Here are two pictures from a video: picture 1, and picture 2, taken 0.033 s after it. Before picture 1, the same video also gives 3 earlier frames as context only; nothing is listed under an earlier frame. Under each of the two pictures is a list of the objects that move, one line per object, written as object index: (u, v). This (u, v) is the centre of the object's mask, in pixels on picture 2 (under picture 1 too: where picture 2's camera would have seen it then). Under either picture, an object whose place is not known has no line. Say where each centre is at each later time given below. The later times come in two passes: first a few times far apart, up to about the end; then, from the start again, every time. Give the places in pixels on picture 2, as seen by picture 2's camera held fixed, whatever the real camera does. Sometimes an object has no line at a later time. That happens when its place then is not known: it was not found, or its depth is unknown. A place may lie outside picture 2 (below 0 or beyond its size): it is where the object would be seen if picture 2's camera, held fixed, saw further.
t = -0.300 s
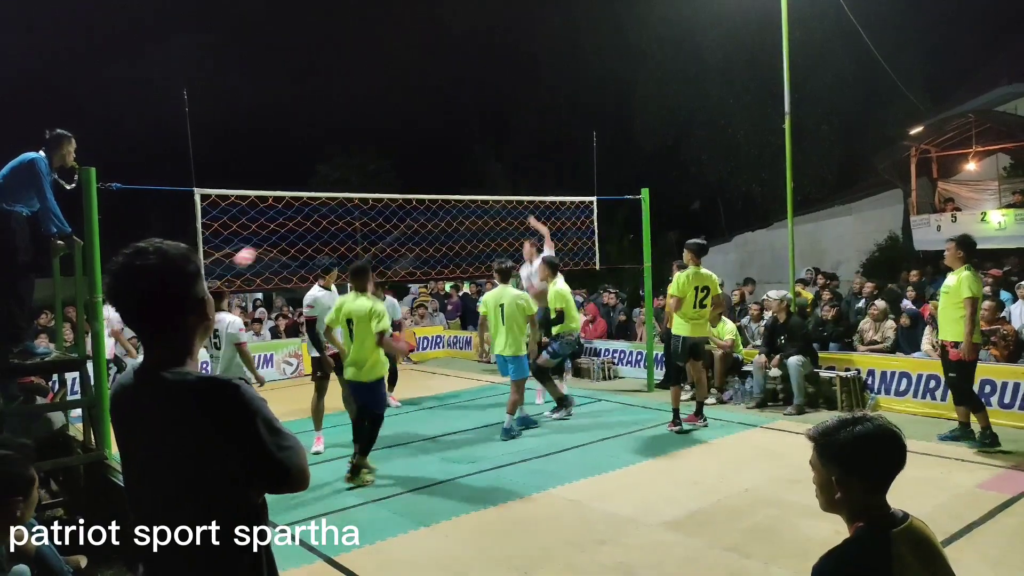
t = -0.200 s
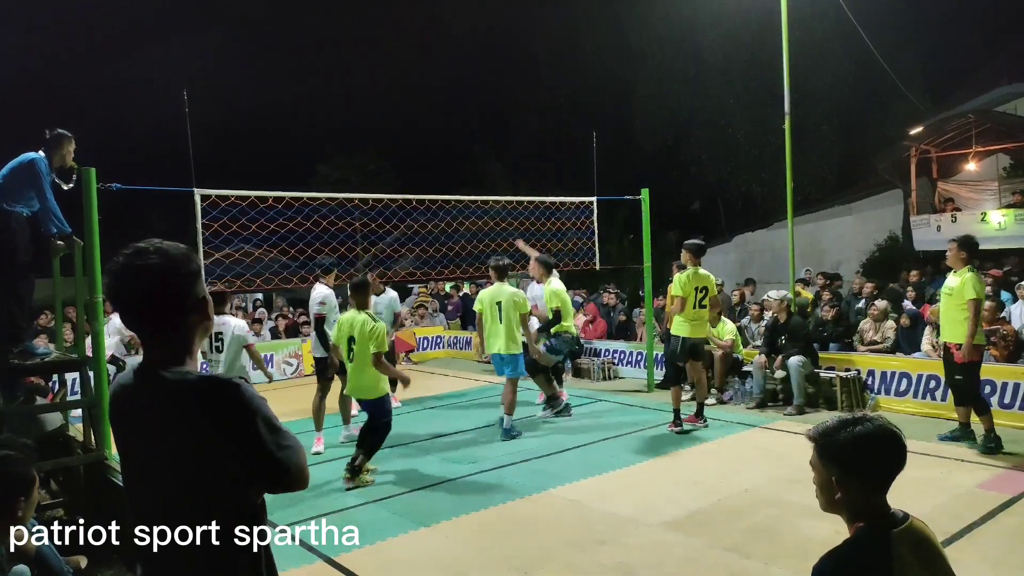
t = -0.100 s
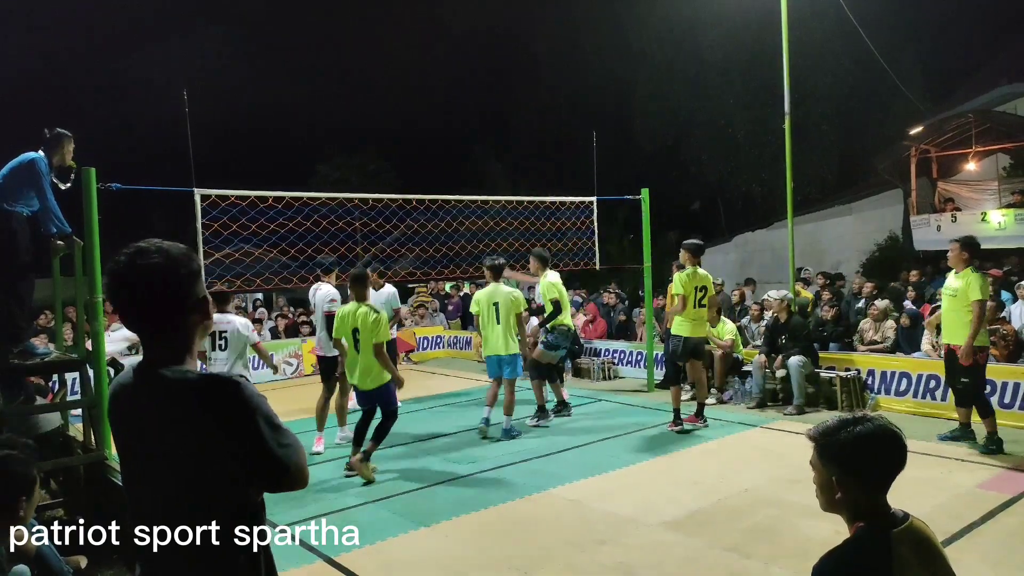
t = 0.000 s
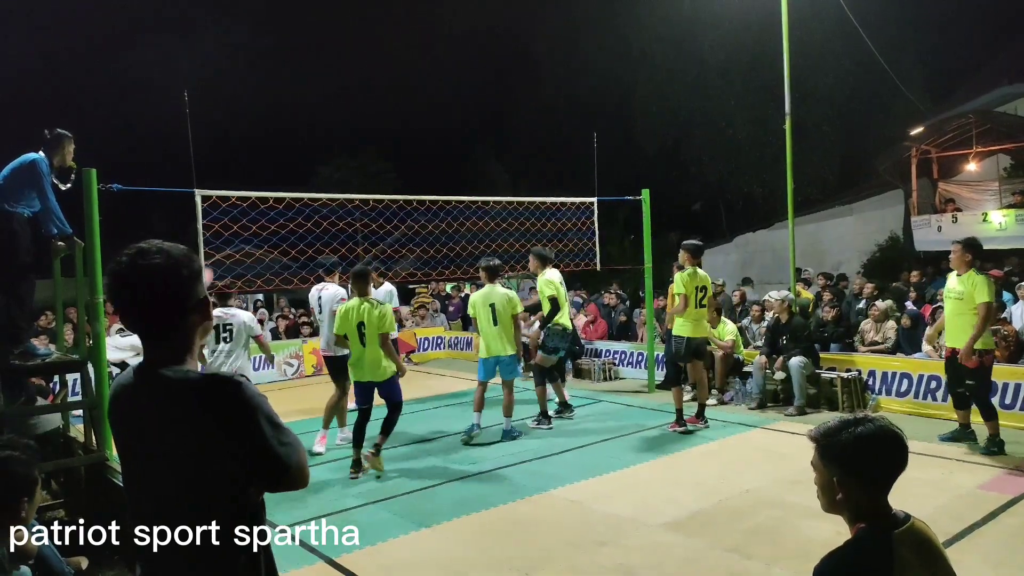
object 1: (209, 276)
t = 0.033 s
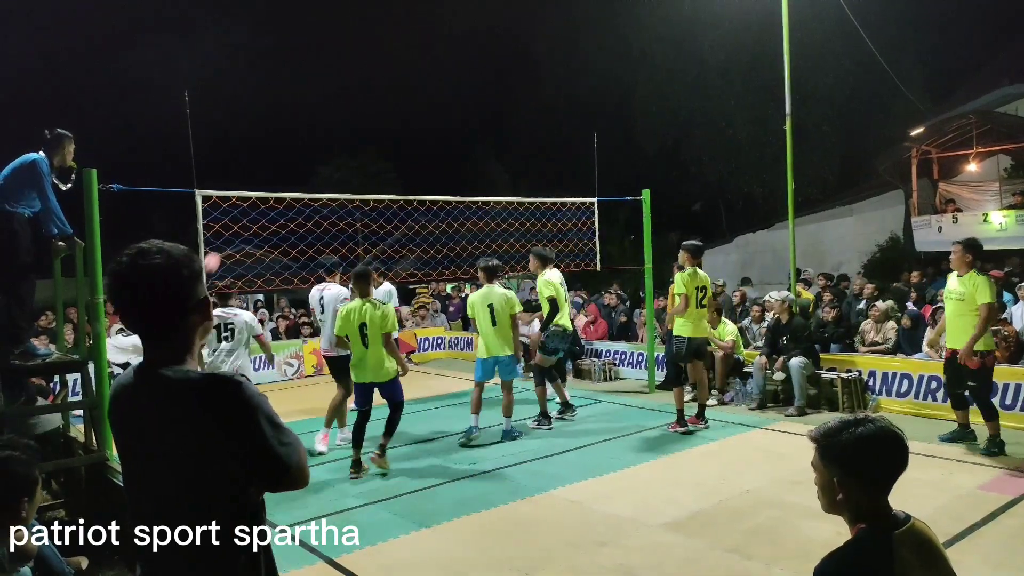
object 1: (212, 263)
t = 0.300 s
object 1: (265, 166)
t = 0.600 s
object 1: (327, 116)
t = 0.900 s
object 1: (391, 128)
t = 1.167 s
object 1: (451, 190)
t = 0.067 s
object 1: (218, 248)
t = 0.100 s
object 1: (225, 233)
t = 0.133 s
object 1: (231, 220)
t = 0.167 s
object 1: (238, 207)
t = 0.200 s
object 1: (244, 197)
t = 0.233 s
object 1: (252, 184)
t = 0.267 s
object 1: (259, 175)
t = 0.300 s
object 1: (265, 166)
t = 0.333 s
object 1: (272, 157)
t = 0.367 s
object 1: (279, 149)
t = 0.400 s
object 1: (285, 142)
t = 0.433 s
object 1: (292, 136)
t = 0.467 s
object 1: (299, 130)
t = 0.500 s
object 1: (306, 125)
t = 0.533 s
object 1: (313, 122)
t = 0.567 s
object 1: (320, 118)
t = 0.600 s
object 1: (327, 116)
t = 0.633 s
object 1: (334, 114)
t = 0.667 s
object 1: (341, 113)
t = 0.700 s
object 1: (348, 113)
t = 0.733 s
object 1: (355, 114)
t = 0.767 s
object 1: (363, 115)
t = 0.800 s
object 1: (370, 117)
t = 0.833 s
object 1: (377, 120)
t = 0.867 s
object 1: (384, 124)
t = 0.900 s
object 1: (391, 128)
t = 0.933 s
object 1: (399, 134)
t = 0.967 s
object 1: (406, 140)
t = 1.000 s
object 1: (414, 147)
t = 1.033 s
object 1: (422, 154)
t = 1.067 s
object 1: (429, 162)
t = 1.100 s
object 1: (436, 171)
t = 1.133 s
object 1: (444, 181)
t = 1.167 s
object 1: (451, 190)
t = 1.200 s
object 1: (460, 204)
